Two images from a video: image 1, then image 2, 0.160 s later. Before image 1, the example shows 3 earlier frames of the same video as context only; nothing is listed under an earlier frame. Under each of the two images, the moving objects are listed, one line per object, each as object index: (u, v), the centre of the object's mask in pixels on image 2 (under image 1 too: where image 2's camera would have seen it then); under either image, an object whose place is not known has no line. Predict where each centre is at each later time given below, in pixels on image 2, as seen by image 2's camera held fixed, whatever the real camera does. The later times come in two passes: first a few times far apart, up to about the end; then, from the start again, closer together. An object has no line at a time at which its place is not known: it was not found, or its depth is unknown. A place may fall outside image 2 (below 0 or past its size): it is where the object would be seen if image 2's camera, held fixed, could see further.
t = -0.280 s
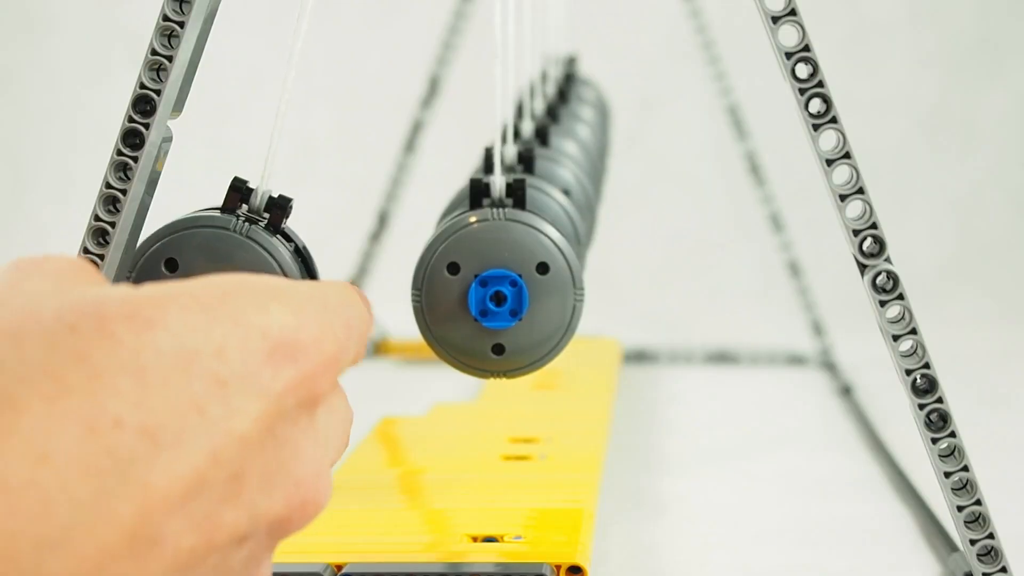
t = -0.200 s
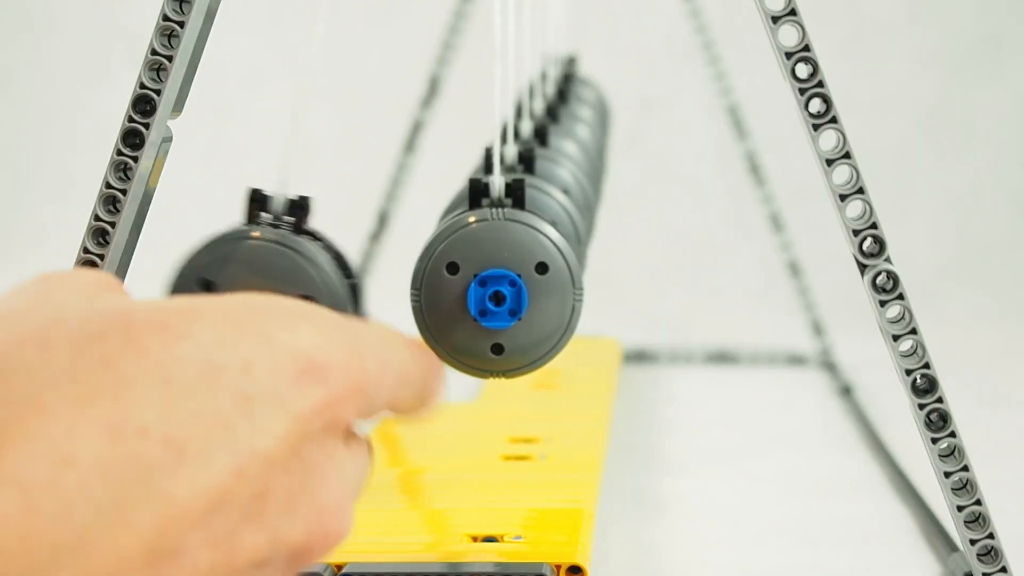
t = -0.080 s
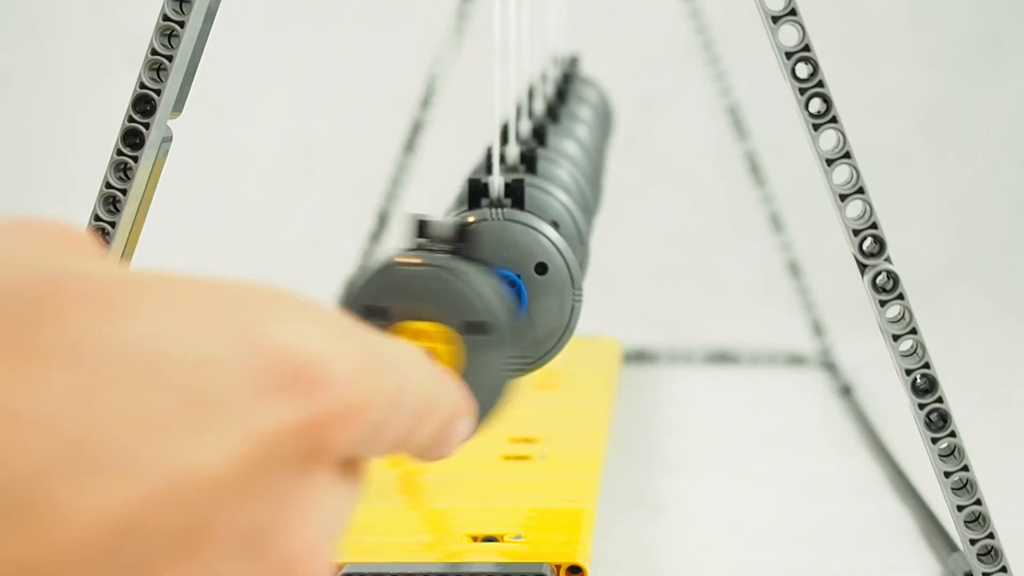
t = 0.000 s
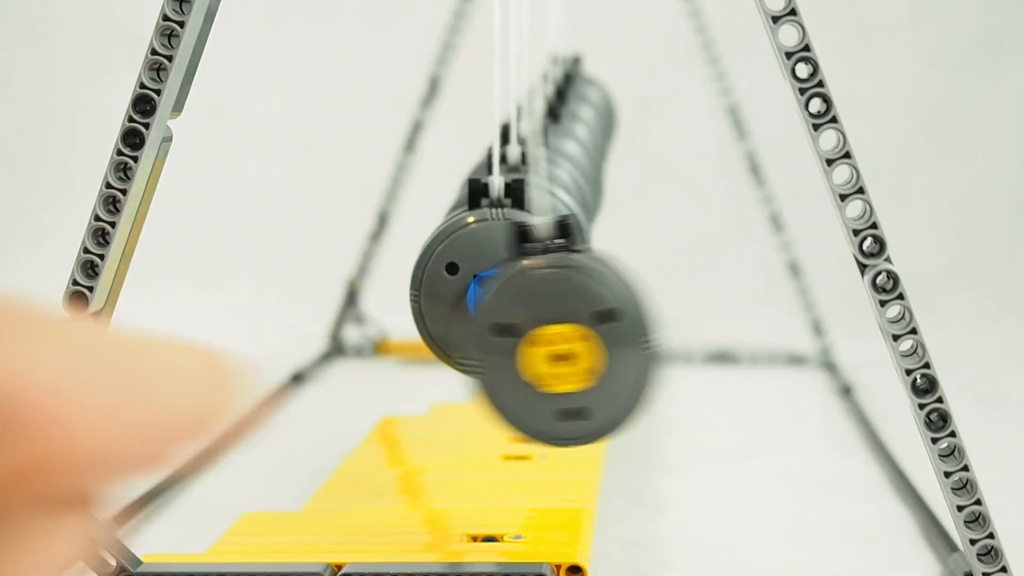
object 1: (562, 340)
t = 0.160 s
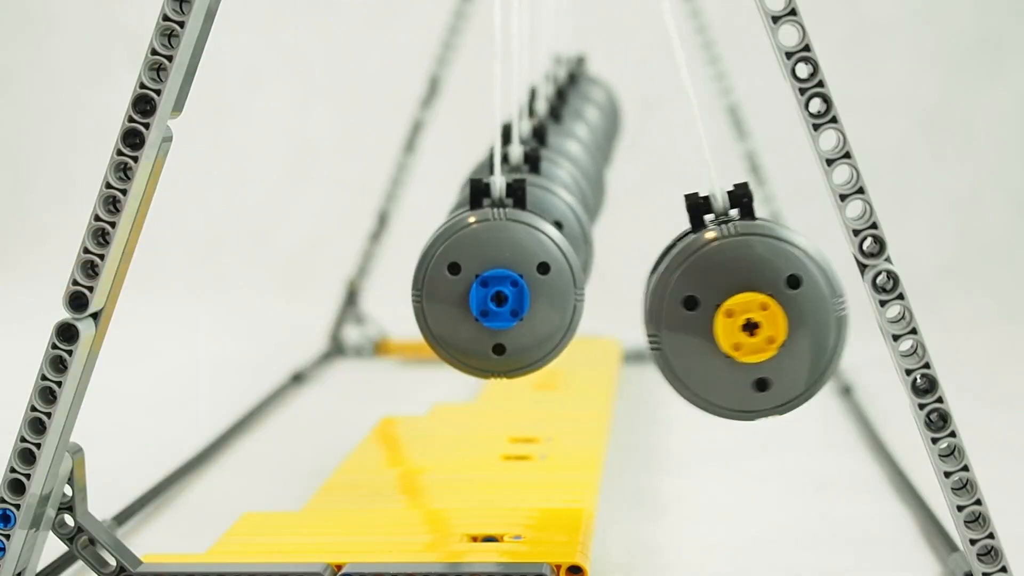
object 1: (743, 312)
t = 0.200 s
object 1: (750, 311)
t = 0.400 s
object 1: (556, 339)
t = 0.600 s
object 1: (259, 316)
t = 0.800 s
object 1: (271, 317)
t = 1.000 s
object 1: (573, 340)
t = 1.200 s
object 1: (749, 309)
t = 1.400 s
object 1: (544, 340)
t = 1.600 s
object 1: (256, 314)
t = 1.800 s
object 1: (279, 318)
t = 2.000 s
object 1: (582, 342)
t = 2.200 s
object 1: (745, 312)
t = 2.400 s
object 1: (527, 338)
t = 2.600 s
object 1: (250, 312)
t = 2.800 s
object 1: (287, 319)
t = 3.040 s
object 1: (648, 330)
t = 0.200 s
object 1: (750, 311)
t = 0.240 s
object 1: (740, 313)
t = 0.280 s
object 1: (714, 318)
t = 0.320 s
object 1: (673, 327)
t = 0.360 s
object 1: (618, 333)
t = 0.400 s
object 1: (556, 339)
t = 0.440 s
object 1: (488, 339)
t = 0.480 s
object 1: (420, 338)
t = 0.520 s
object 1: (360, 333)
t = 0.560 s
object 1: (303, 323)
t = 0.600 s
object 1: (259, 316)
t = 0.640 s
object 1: (229, 307)
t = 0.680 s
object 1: (216, 304)
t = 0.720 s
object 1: (218, 304)
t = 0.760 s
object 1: (237, 309)
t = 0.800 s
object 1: (271, 317)
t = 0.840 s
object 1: (317, 326)
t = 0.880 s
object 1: (377, 335)
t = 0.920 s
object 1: (439, 342)
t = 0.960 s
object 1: (508, 340)
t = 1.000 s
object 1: (573, 340)
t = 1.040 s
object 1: (631, 333)
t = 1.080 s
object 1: (684, 324)
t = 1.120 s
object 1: (721, 316)
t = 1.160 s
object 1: (743, 311)
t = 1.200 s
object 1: (749, 309)
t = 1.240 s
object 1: (736, 313)
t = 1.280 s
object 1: (708, 318)
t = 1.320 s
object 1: (664, 329)
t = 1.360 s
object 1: (606, 335)
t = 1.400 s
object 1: (544, 340)
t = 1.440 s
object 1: (479, 341)
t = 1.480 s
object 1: (412, 337)
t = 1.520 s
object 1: (352, 332)
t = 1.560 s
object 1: (296, 323)
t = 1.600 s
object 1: (256, 314)
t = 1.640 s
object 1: (228, 307)
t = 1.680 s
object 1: (218, 304)
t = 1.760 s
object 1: (242, 310)
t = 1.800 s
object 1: (279, 318)
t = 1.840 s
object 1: (327, 327)
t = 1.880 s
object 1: (387, 336)
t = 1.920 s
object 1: (452, 341)
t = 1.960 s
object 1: (517, 342)
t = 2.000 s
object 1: (582, 342)
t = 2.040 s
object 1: (640, 331)
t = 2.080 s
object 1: (689, 324)
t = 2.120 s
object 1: (724, 317)
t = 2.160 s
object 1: (742, 313)
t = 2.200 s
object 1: (745, 312)
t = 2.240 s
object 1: (730, 316)
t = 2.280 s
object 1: (699, 322)
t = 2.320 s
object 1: (653, 329)
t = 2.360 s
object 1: (594, 336)
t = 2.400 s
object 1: (527, 338)
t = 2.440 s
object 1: (465, 342)
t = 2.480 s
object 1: (400, 337)
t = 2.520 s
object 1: (341, 329)
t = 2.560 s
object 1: (289, 320)
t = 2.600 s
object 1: (250, 312)
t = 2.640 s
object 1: (226, 306)
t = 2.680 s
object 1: (219, 304)
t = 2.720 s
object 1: (225, 306)
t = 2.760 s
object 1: (249, 311)
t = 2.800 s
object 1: (287, 319)
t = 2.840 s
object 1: (339, 328)
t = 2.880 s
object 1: (399, 336)
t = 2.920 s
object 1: (465, 340)
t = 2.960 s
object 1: (526, 340)
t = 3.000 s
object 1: (593, 339)
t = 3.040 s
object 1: (648, 330)
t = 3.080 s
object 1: (695, 321)
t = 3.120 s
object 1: (727, 315)
